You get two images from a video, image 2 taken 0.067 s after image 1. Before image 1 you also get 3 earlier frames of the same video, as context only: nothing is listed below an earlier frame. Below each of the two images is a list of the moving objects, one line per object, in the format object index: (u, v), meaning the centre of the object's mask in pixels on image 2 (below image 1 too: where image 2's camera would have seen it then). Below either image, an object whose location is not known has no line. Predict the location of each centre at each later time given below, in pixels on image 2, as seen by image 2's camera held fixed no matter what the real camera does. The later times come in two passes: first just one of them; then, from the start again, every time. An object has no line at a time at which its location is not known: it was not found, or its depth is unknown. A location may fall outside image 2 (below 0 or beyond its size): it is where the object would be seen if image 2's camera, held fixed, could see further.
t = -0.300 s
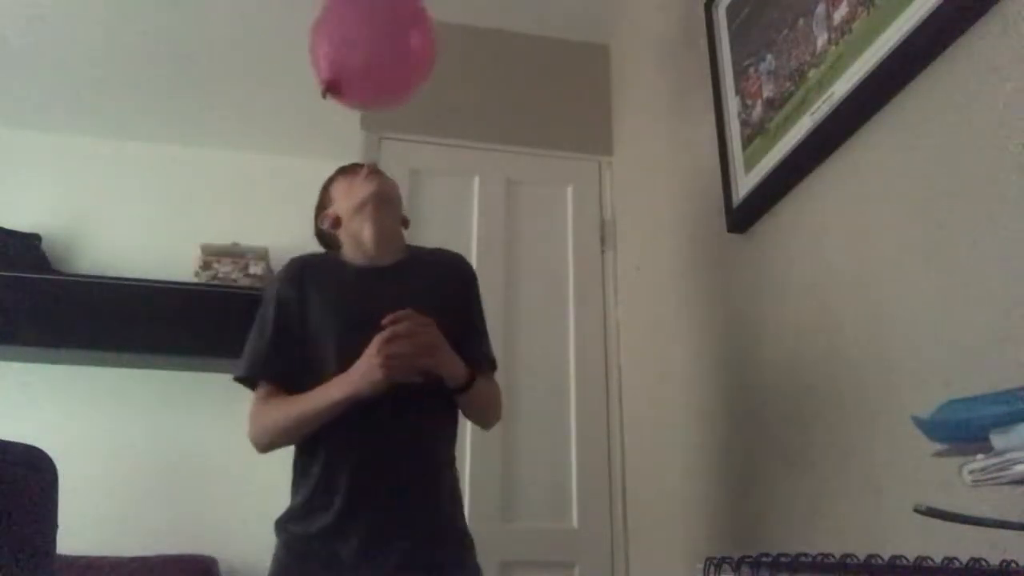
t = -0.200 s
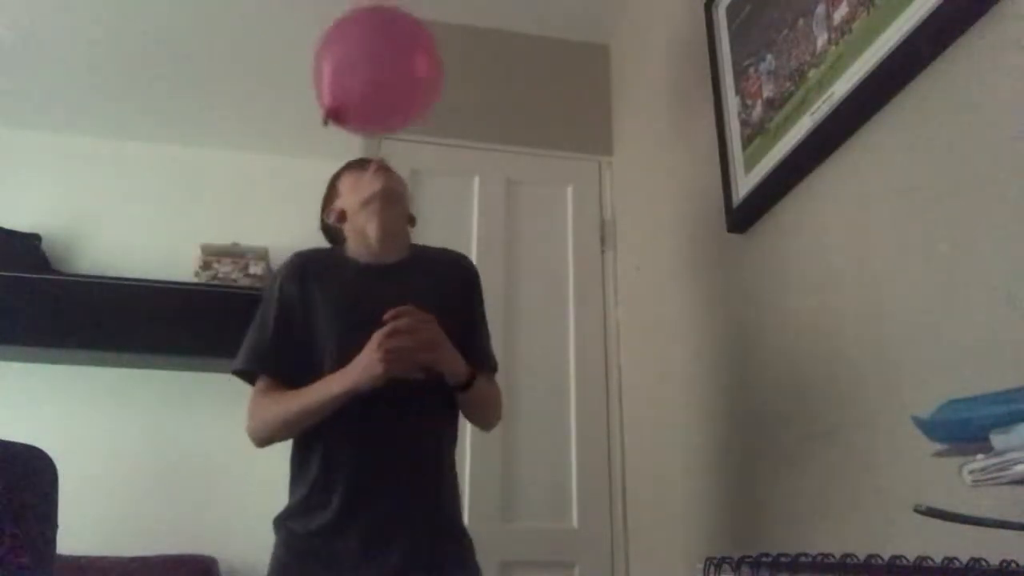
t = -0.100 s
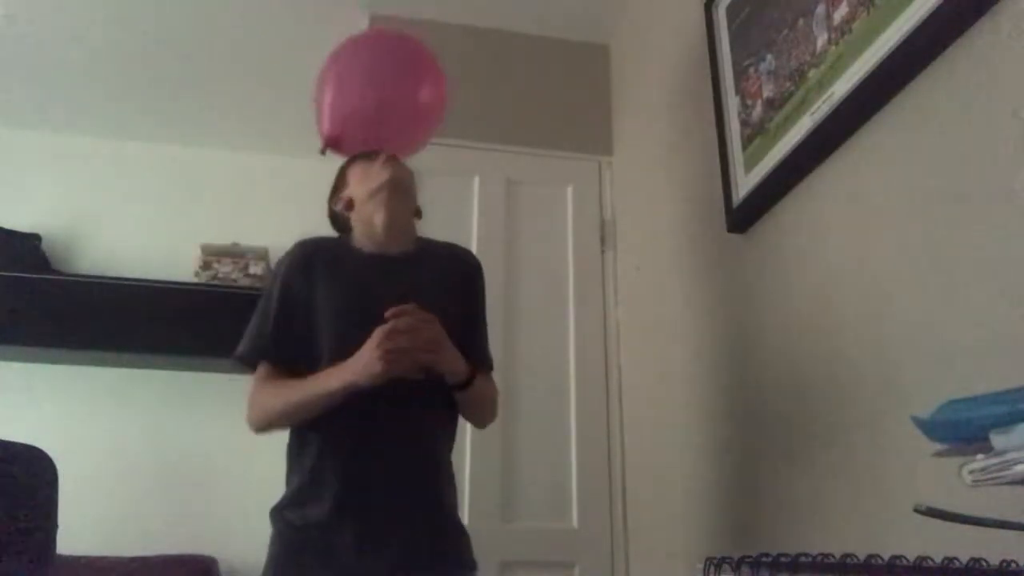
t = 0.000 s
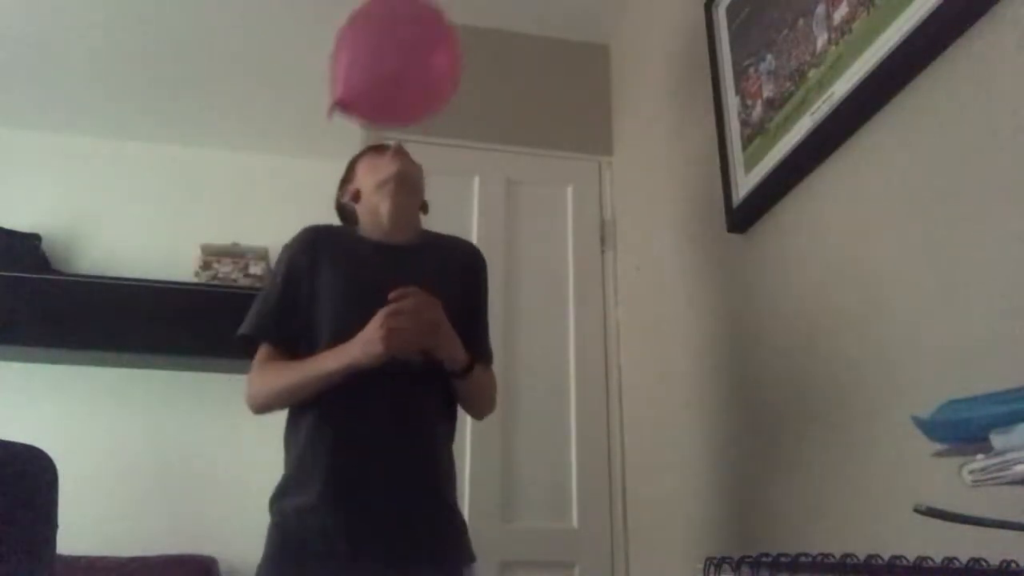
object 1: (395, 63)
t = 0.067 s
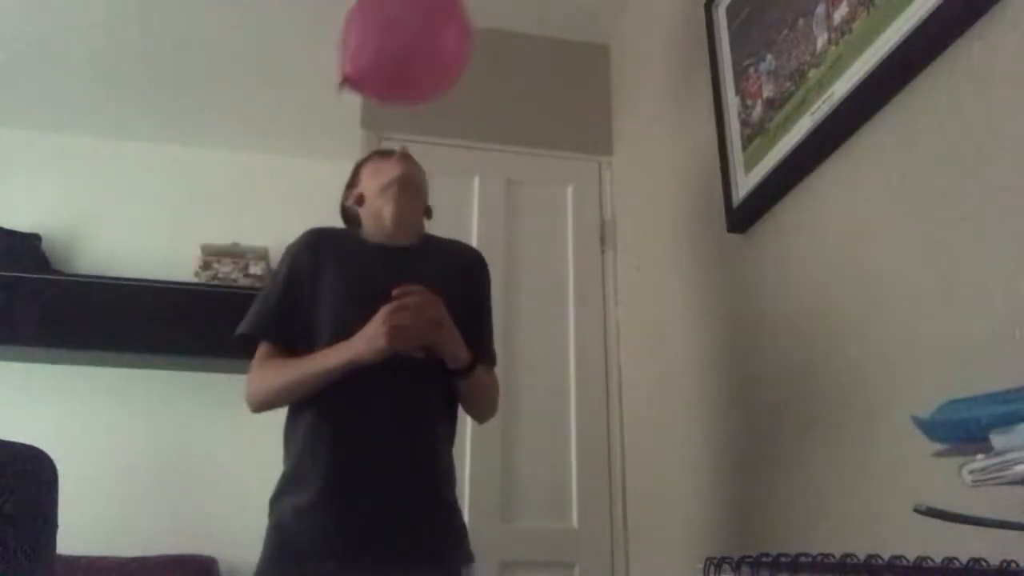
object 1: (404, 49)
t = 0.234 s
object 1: (424, 28)
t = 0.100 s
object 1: (408, 43)
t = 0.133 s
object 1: (413, 39)
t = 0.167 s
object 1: (417, 35)
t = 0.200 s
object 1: (421, 31)
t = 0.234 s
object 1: (424, 28)
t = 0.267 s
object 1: (428, 25)
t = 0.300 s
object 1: (430, 23)
